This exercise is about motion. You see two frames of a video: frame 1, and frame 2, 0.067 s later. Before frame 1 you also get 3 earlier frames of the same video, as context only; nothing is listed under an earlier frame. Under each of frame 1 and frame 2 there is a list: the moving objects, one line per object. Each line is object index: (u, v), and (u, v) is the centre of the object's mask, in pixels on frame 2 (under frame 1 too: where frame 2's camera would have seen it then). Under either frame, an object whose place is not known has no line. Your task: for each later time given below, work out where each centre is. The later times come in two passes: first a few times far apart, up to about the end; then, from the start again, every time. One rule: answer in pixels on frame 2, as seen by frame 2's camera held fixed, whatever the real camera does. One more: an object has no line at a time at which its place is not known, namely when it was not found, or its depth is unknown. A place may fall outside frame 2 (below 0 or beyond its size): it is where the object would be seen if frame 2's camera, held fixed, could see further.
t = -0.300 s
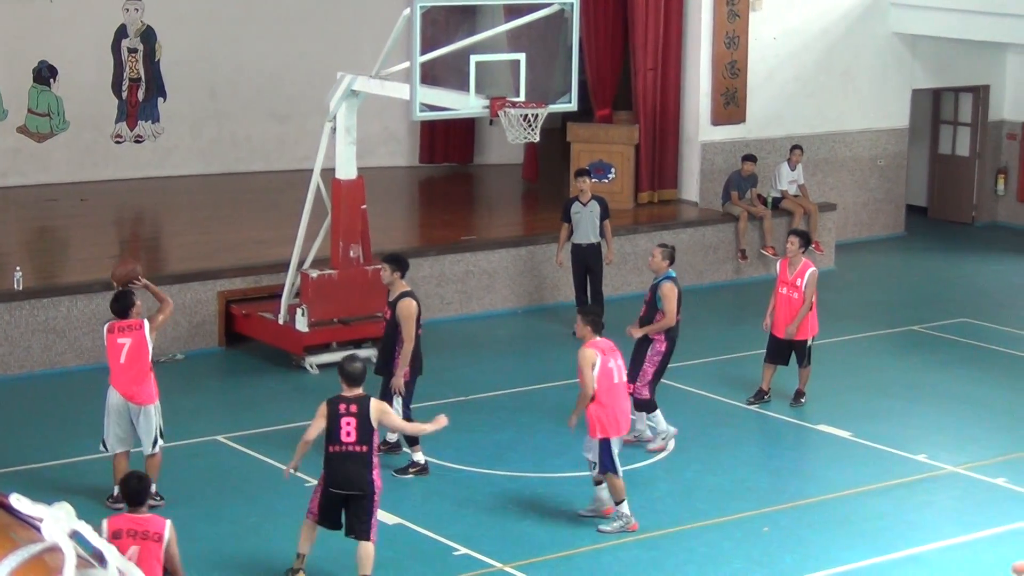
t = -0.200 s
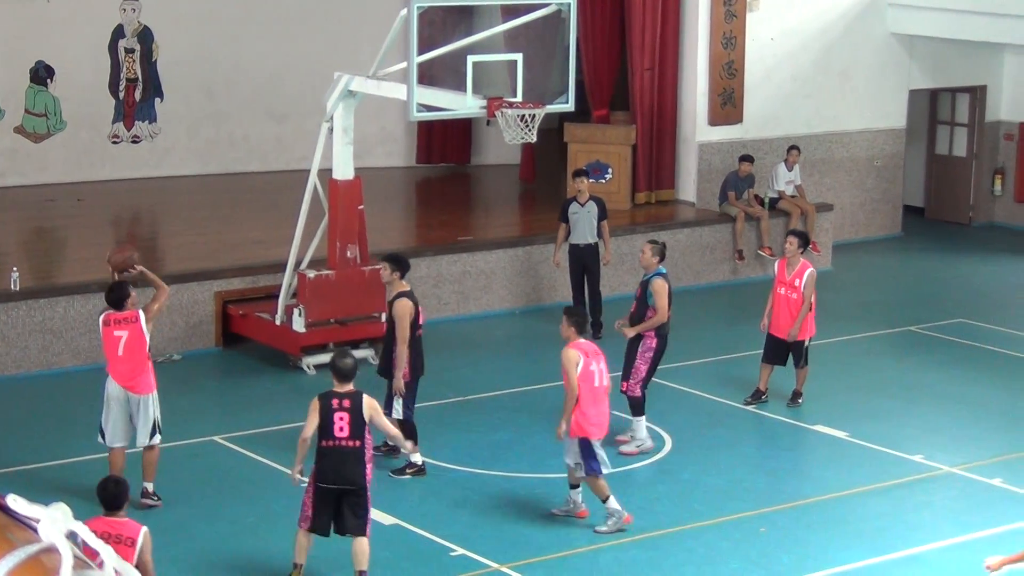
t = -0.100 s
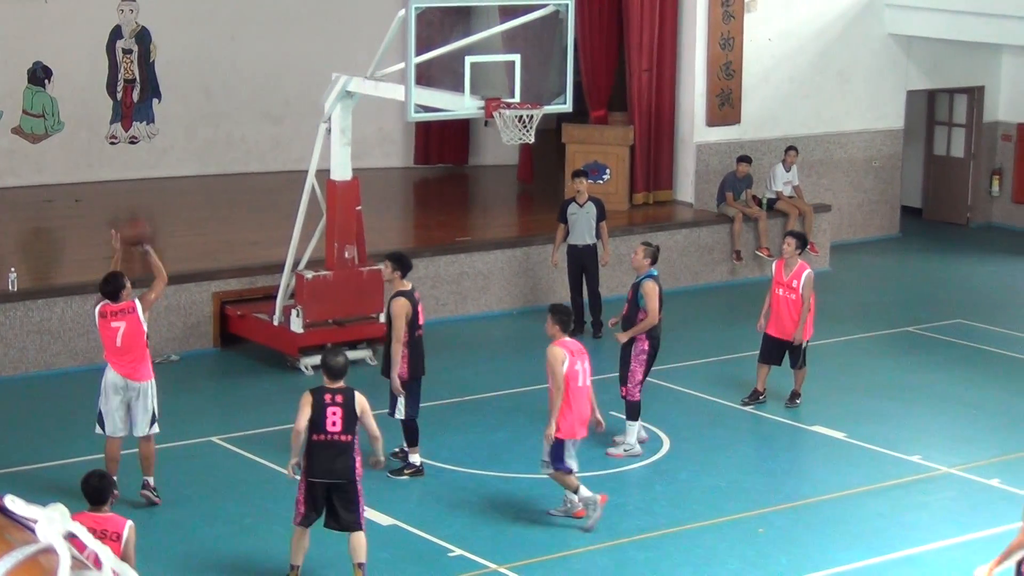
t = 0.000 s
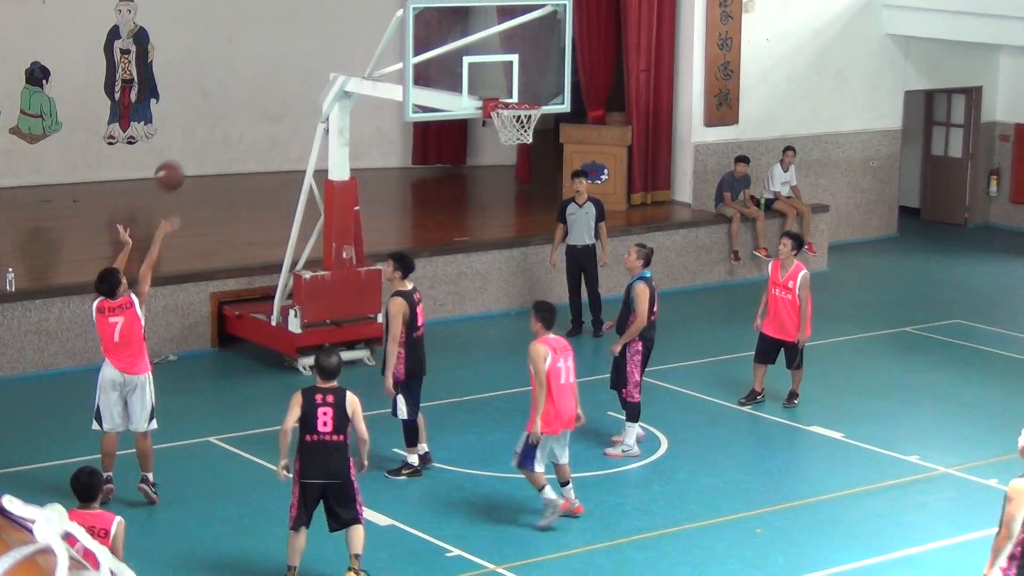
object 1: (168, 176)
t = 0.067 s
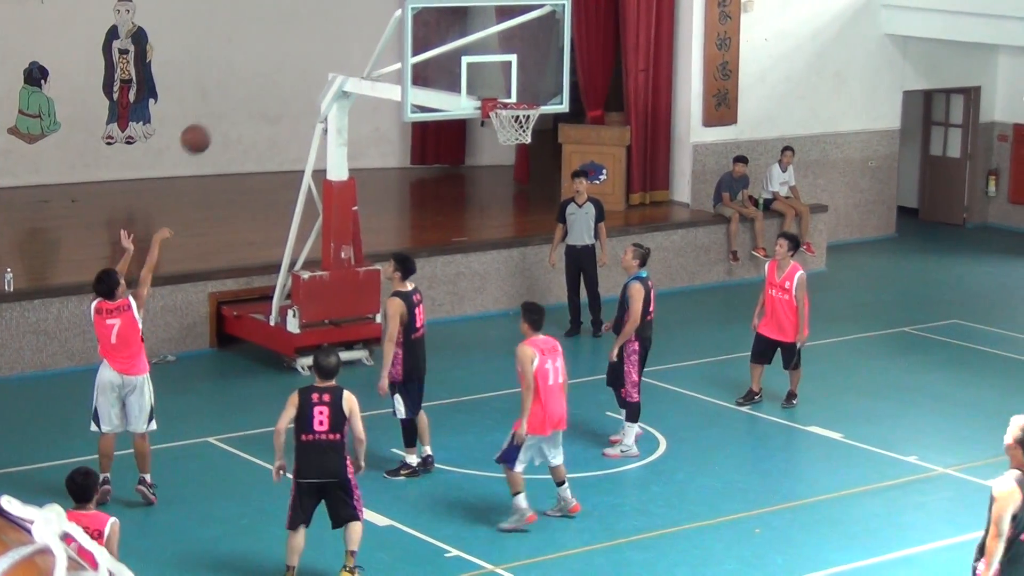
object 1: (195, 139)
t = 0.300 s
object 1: (289, 53)
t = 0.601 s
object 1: (404, 39)
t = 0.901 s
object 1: (474, 98)
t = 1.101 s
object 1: (412, 105)
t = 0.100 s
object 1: (209, 122)
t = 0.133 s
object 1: (223, 107)
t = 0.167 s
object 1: (236, 94)
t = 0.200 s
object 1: (250, 81)
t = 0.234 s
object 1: (263, 70)
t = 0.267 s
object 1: (277, 61)
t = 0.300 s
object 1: (289, 53)
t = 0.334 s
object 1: (303, 46)
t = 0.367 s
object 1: (316, 40)
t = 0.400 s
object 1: (328, 36)
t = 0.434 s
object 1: (341, 33)
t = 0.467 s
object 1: (354, 32)
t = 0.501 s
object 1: (367, 31)
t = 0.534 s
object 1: (379, 33)
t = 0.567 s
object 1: (391, 35)
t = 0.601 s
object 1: (404, 39)
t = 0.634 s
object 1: (416, 43)
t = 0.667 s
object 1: (428, 50)
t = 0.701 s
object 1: (439, 57)
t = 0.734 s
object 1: (451, 65)
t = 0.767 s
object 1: (463, 76)
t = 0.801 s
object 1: (474, 86)
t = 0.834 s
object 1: (484, 98)
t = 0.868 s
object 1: (483, 101)
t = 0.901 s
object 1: (474, 98)
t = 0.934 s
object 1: (463, 95)
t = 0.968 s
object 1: (453, 95)
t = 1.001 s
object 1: (443, 96)
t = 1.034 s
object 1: (433, 97)
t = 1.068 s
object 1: (423, 100)
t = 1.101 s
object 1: (412, 105)
